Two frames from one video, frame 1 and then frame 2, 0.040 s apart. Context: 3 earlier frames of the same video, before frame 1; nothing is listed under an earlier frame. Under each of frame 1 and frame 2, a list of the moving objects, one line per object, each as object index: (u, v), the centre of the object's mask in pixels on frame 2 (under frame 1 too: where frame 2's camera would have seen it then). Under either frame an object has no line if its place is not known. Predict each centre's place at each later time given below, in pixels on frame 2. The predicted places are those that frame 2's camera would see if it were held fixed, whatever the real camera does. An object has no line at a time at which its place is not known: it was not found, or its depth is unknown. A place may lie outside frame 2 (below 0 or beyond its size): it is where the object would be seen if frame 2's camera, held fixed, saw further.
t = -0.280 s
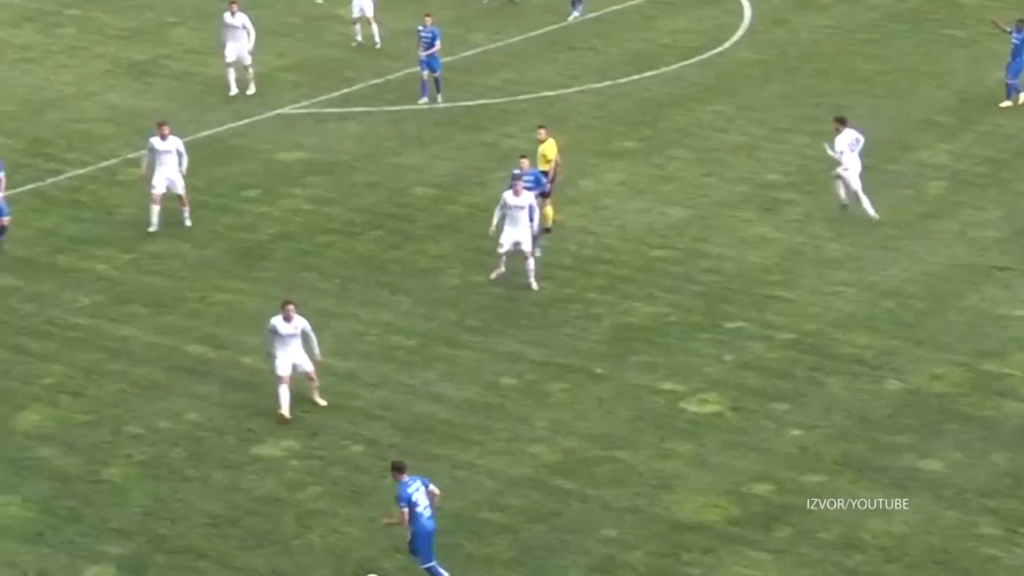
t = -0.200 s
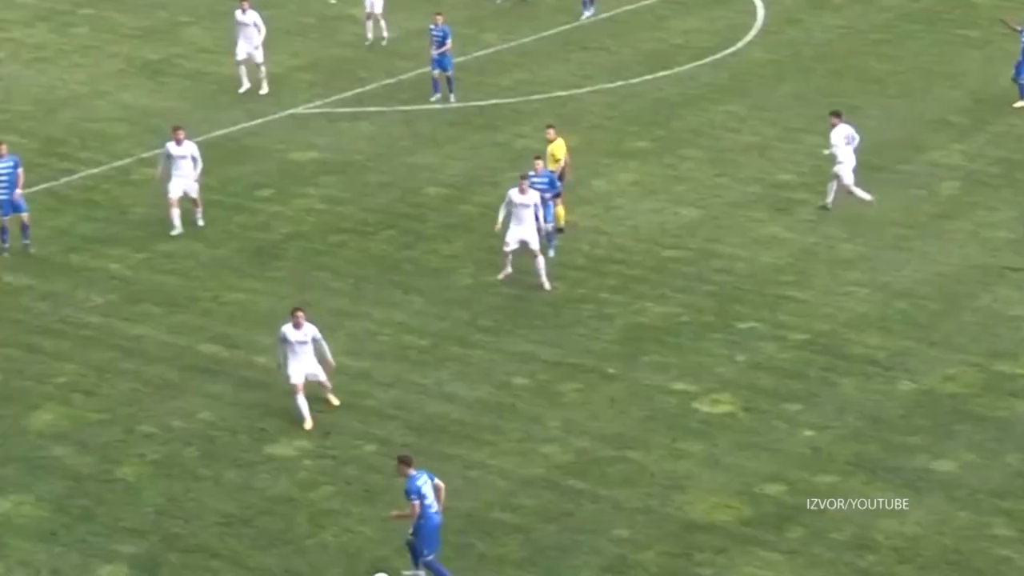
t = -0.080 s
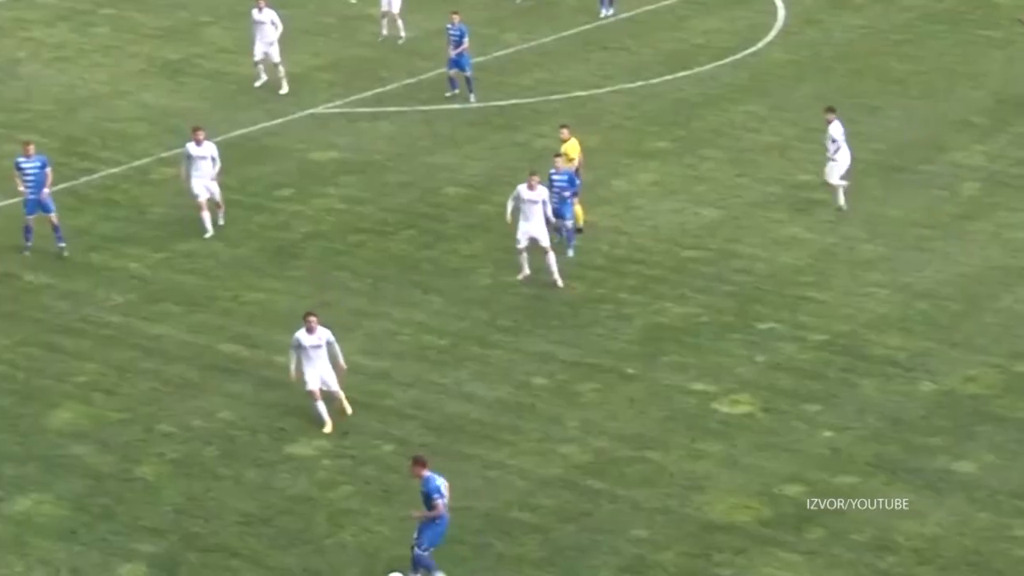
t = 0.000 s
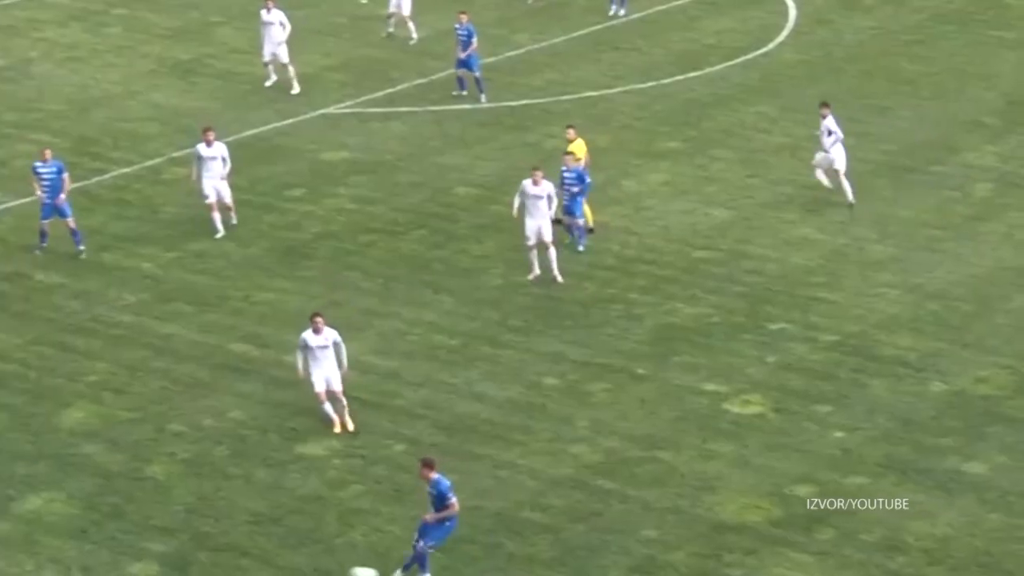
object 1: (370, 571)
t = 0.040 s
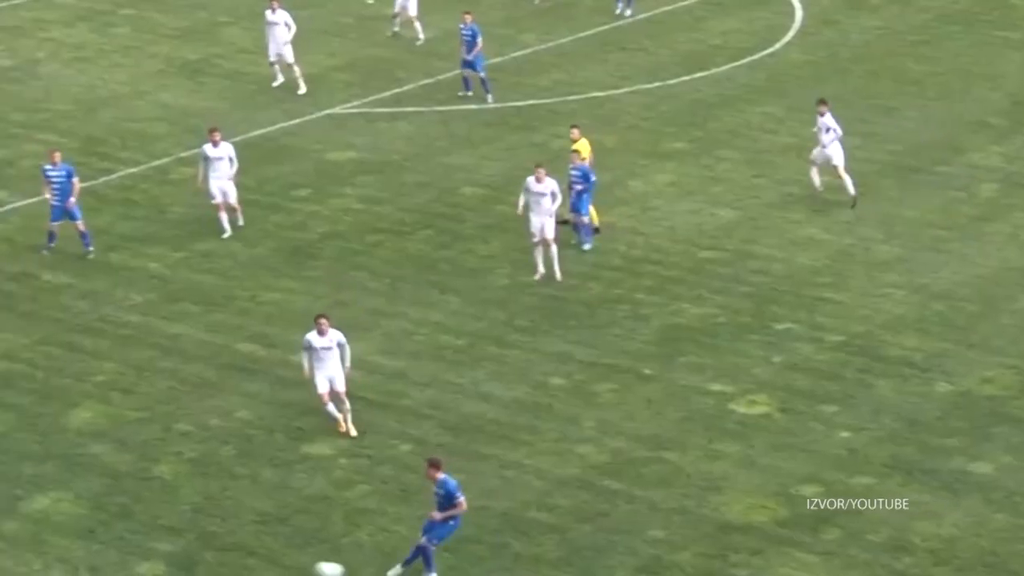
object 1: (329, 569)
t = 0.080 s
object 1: (287, 567)
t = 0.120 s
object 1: (246, 566)
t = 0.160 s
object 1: (206, 566)
